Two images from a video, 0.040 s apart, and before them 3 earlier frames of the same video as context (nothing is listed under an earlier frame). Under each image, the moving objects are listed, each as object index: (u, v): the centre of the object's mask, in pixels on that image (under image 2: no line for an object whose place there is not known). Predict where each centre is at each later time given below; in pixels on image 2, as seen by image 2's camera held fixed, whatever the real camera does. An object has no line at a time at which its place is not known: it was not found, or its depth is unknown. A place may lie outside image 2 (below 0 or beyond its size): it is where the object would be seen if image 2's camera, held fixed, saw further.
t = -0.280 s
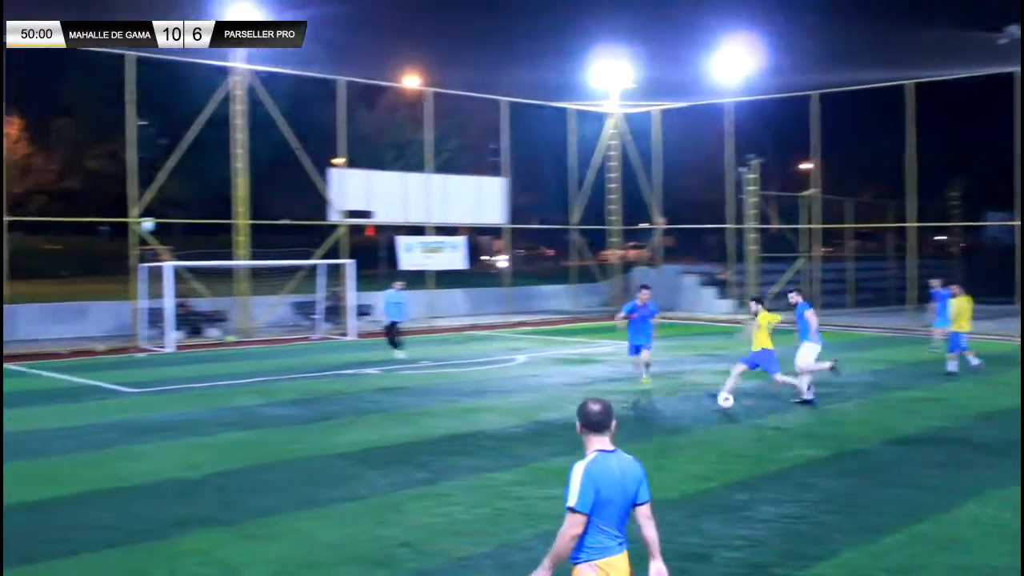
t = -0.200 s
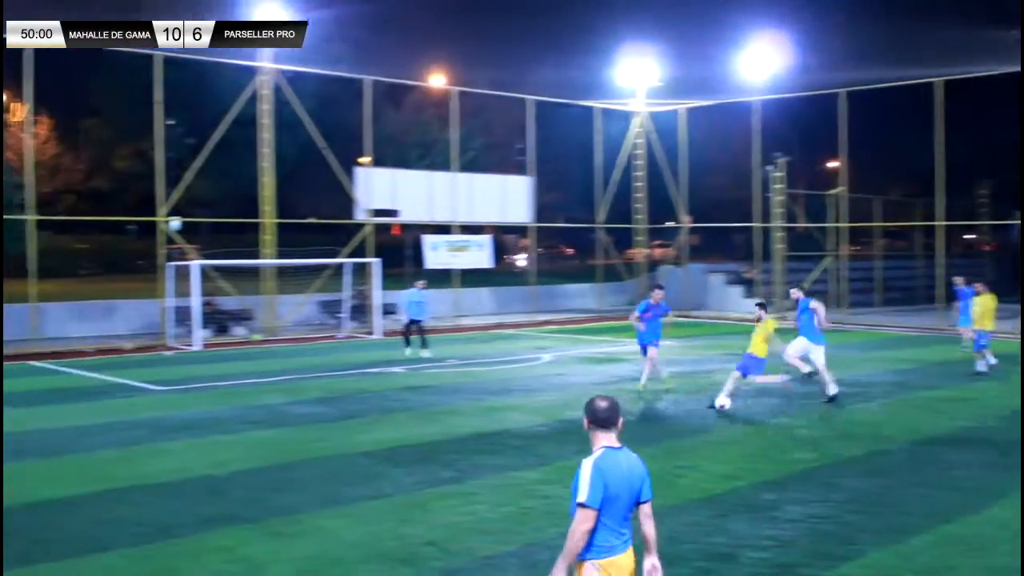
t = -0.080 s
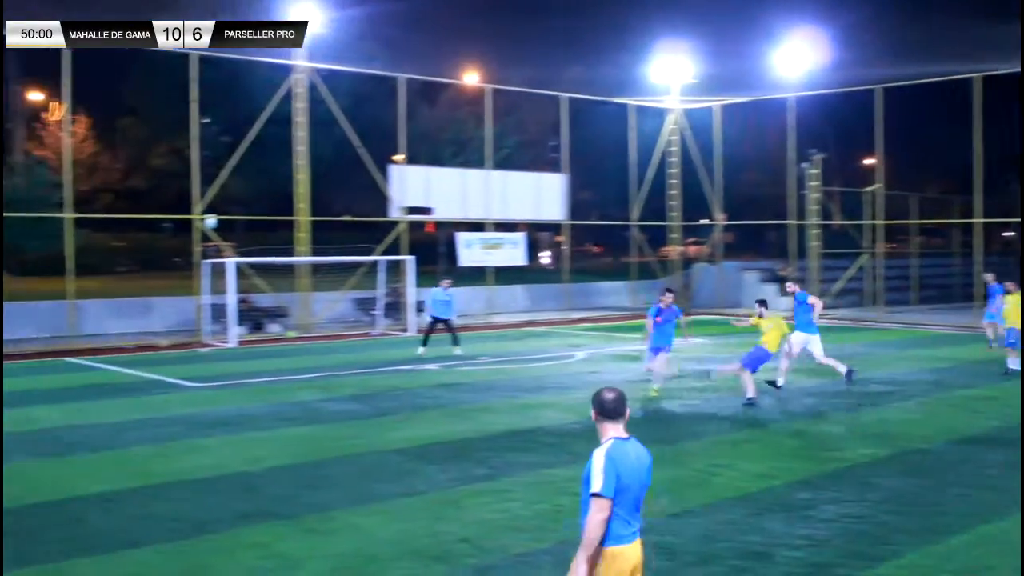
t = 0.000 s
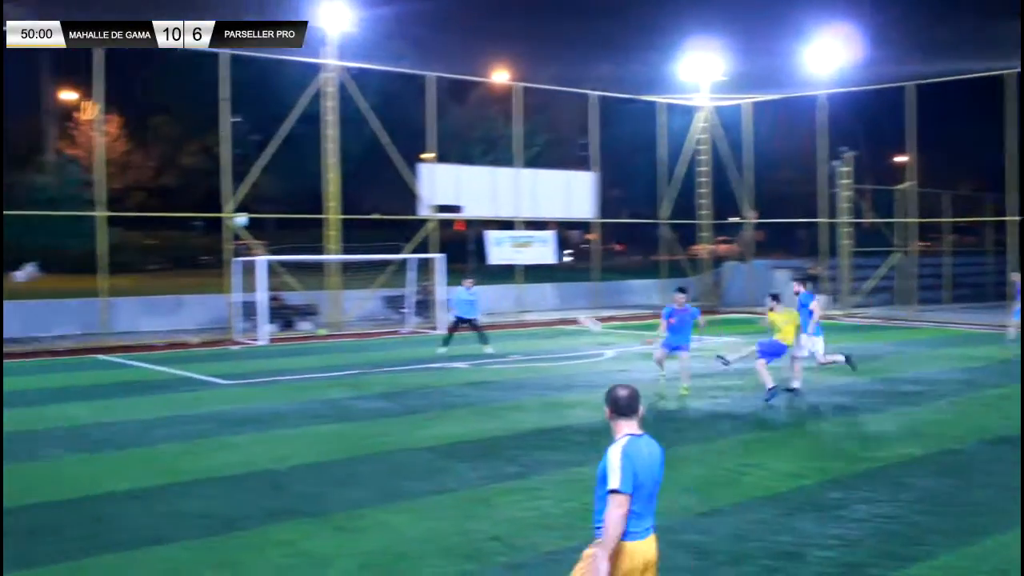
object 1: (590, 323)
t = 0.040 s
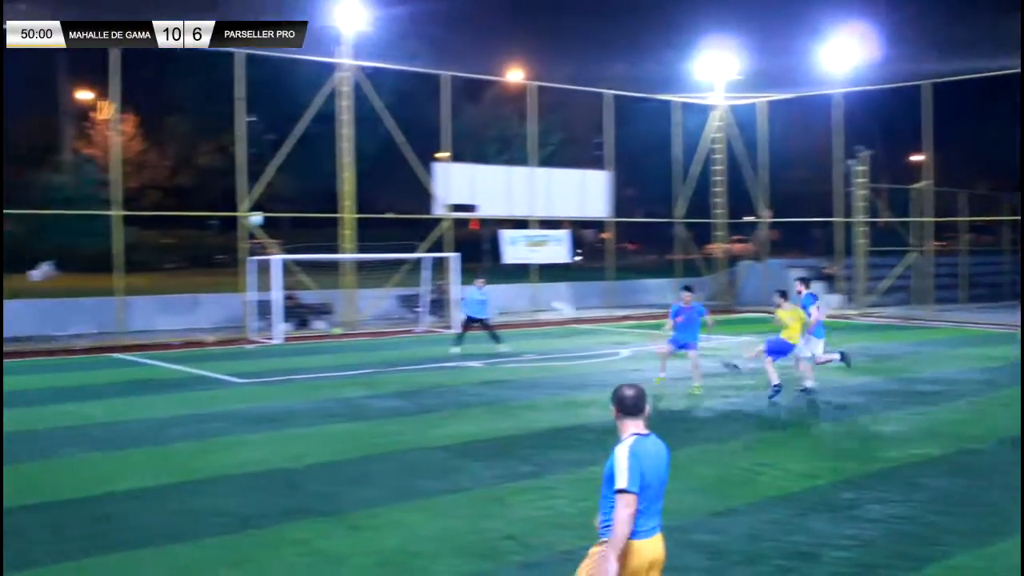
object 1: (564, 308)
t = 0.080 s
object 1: (528, 295)
